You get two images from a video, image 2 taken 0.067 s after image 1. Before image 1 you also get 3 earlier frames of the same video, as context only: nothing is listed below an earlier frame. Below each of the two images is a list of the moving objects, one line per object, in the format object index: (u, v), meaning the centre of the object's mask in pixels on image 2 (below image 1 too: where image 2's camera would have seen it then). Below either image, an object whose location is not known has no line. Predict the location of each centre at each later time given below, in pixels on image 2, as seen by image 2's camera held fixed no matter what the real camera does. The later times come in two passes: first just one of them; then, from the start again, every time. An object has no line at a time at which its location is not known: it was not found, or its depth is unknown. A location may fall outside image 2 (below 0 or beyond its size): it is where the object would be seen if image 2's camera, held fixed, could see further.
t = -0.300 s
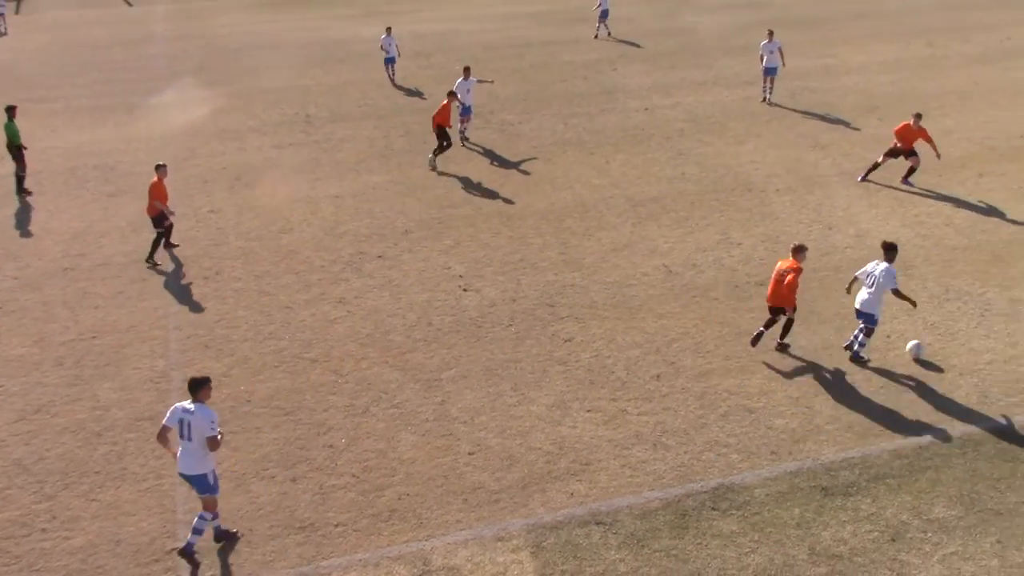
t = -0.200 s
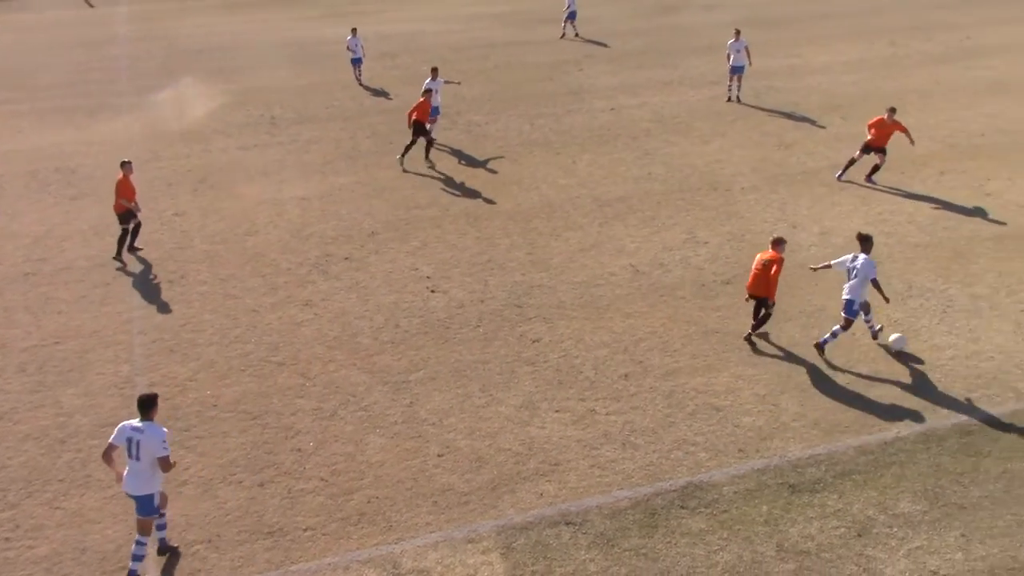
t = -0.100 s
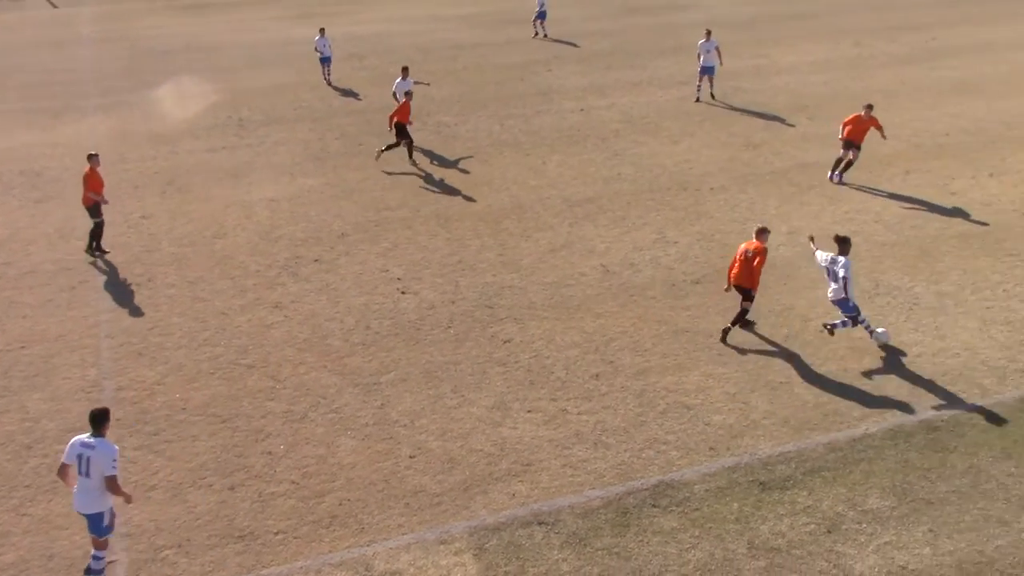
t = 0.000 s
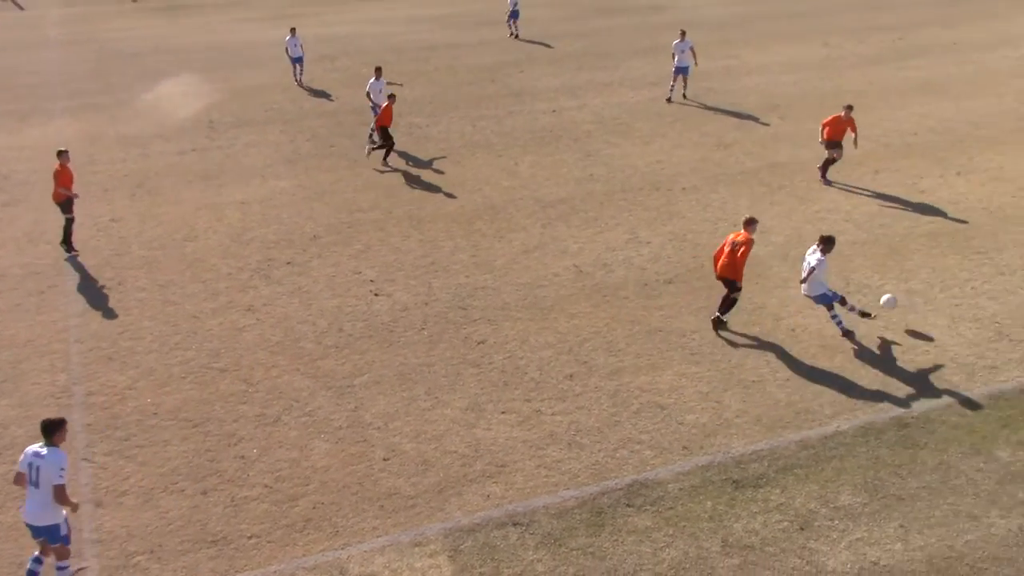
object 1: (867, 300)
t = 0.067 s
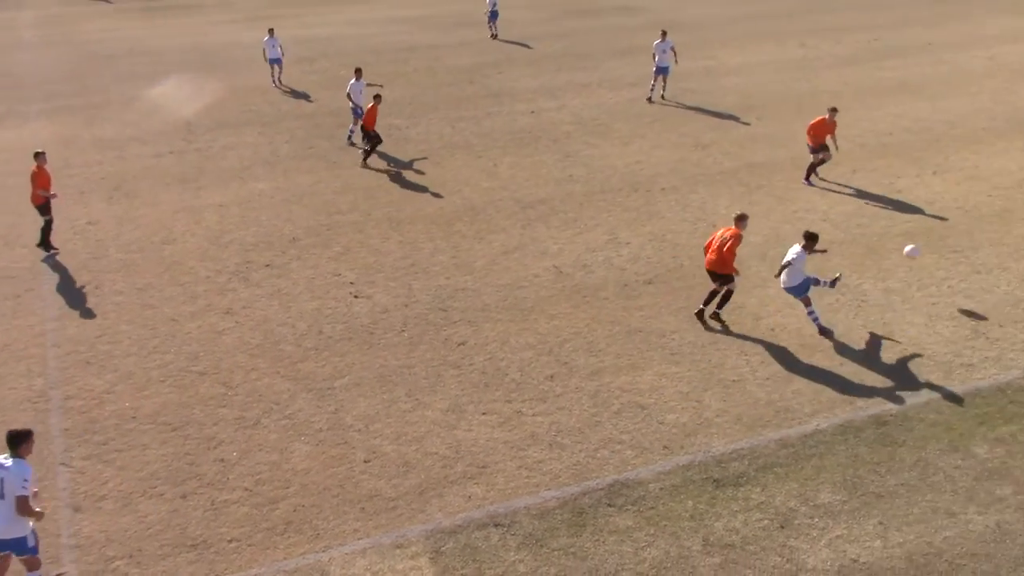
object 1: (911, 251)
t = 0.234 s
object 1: (991, 166)
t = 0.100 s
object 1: (931, 229)
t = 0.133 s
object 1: (947, 211)
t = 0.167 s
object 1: (963, 193)
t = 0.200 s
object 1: (978, 180)
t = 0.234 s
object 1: (991, 166)
